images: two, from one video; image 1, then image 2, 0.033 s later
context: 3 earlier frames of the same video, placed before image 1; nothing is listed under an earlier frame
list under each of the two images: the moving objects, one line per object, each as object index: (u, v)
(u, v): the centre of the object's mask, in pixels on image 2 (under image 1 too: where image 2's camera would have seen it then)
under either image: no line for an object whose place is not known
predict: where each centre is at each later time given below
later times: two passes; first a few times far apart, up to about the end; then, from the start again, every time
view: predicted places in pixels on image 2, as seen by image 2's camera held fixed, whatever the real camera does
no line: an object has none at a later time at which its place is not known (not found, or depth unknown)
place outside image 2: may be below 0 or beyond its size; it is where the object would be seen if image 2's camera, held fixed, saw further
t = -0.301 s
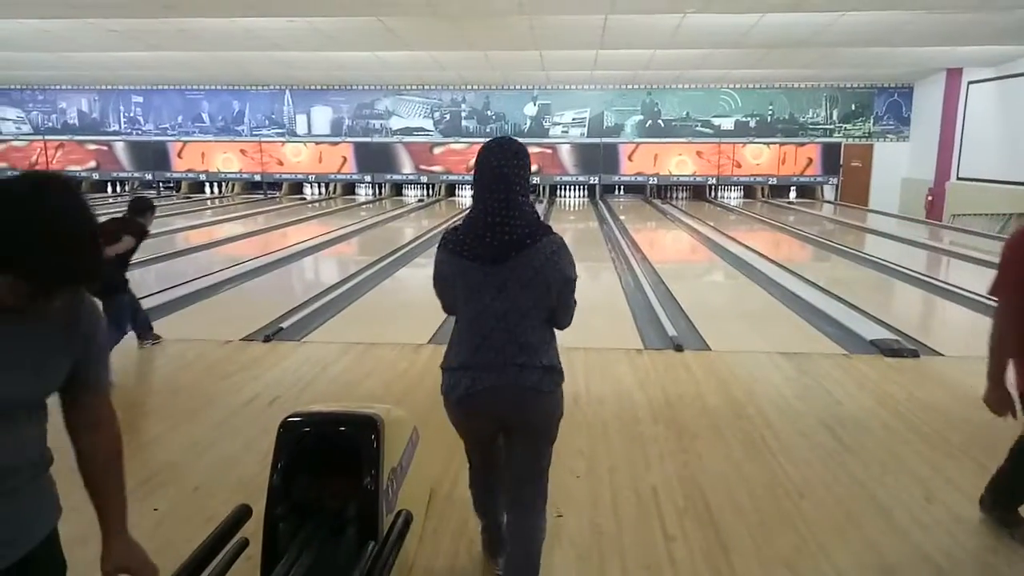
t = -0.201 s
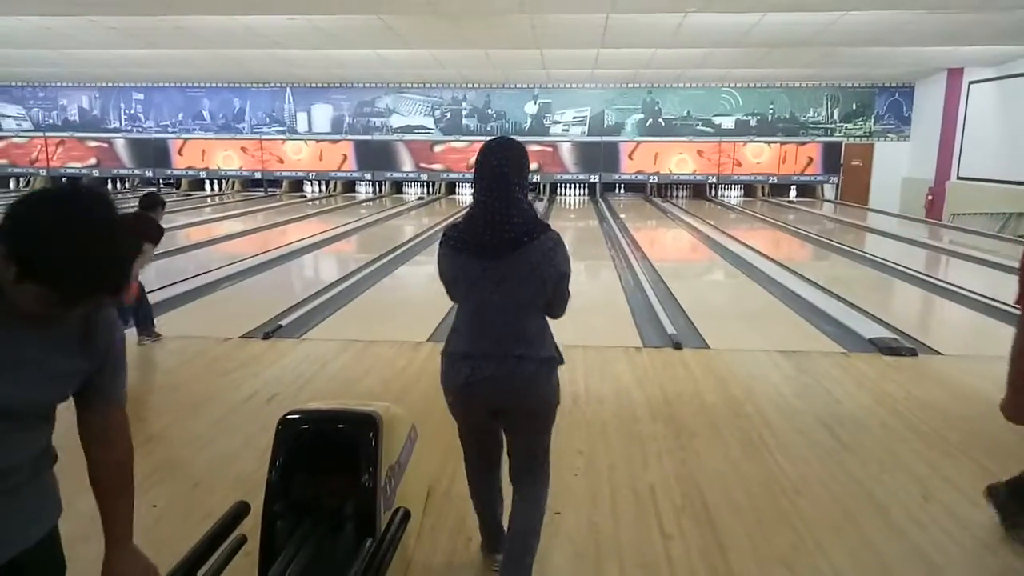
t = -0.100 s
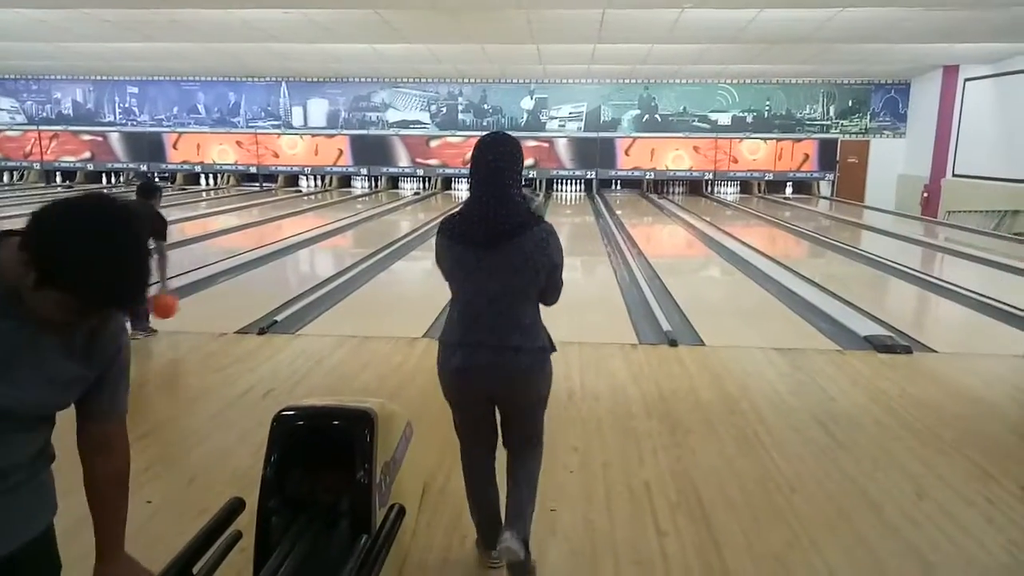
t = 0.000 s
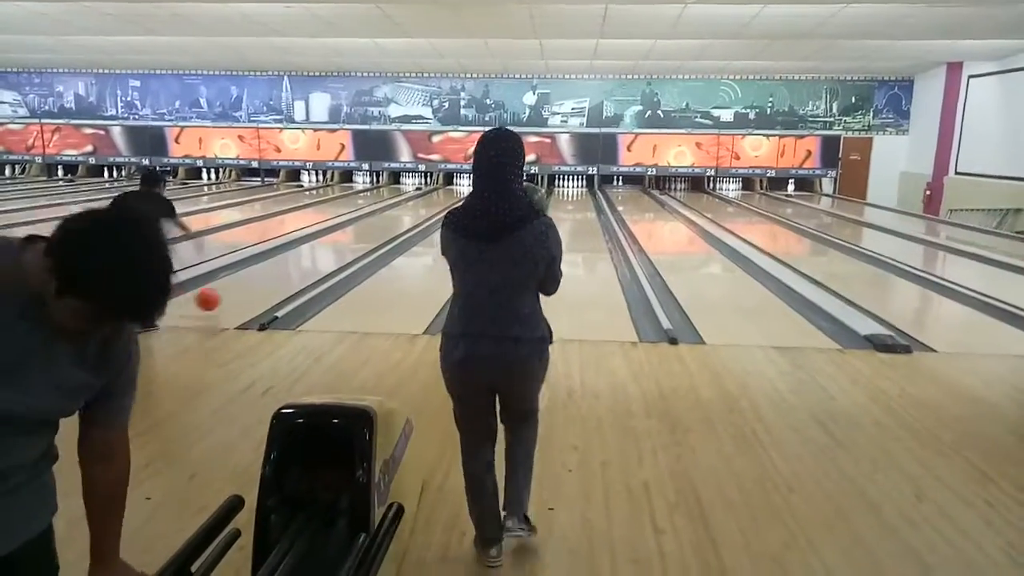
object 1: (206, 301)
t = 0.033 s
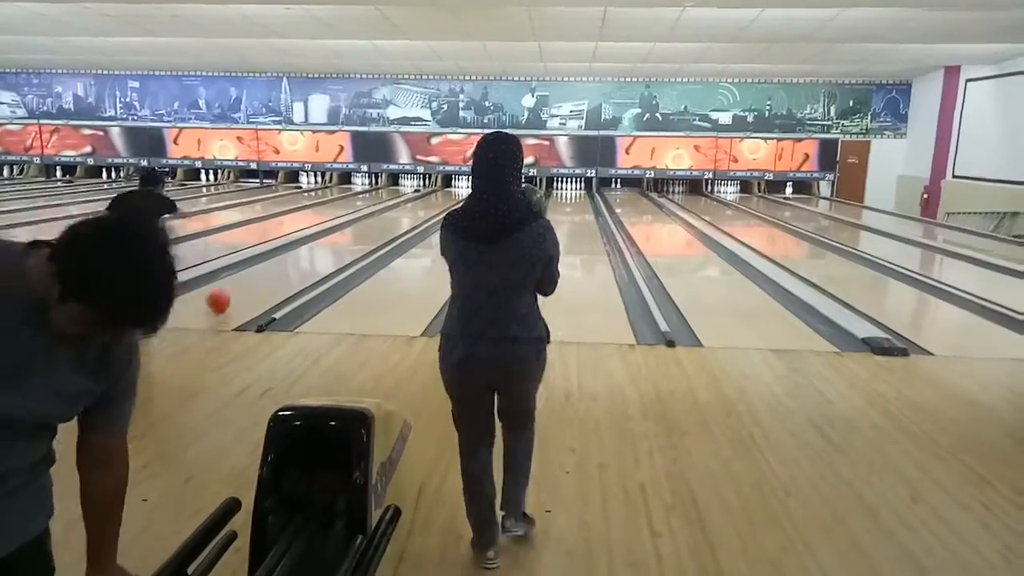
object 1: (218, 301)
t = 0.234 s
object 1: (277, 273)
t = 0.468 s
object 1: (321, 251)
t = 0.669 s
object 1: (350, 237)
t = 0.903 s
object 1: (374, 226)
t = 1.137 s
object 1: (394, 217)
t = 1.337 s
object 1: (407, 210)
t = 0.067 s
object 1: (229, 295)
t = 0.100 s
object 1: (240, 291)
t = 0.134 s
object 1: (249, 286)
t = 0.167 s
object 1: (259, 282)
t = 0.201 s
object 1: (268, 277)
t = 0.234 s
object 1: (277, 273)
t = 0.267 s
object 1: (284, 269)
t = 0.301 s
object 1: (291, 266)
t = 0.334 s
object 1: (298, 263)
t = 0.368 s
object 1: (304, 259)
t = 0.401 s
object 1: (310, 257)
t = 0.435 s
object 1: (316, 254)
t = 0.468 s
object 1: (321, 251)
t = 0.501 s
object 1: (327, 248)
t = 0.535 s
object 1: (332, 246)
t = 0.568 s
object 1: (337, 243)
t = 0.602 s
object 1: (341, 241)
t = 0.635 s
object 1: (346, 240)
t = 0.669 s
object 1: (350, 237)
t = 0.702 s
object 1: (354, 236)
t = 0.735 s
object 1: (358, 234)
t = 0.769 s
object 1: (361, 233)
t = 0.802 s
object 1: (365, 231)
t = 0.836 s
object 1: (368, 230)
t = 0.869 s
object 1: (371, 229)
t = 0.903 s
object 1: (374, 226)
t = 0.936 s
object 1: (377, 225)
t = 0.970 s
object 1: (380, 224)
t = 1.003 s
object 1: (383, 222)
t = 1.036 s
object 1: (386, 221)
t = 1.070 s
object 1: (389, 219)
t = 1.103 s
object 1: (391, 219)
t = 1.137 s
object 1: (394, 217)
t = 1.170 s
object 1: (396, 215)
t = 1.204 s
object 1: (398, 214)
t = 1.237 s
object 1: (400, 213)
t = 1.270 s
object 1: (402, 213)
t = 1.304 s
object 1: (404, 211)
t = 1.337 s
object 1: (407, 210)
